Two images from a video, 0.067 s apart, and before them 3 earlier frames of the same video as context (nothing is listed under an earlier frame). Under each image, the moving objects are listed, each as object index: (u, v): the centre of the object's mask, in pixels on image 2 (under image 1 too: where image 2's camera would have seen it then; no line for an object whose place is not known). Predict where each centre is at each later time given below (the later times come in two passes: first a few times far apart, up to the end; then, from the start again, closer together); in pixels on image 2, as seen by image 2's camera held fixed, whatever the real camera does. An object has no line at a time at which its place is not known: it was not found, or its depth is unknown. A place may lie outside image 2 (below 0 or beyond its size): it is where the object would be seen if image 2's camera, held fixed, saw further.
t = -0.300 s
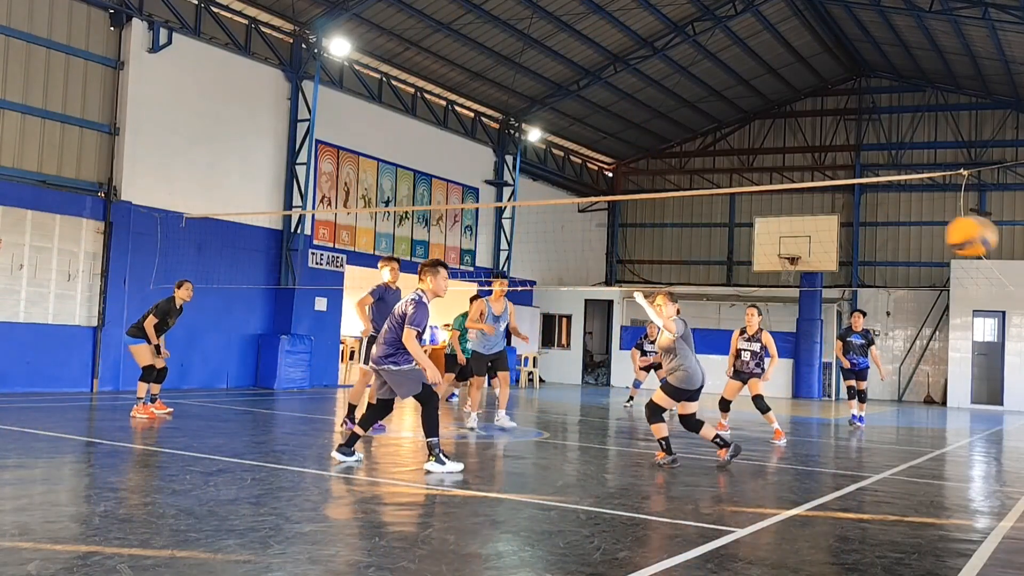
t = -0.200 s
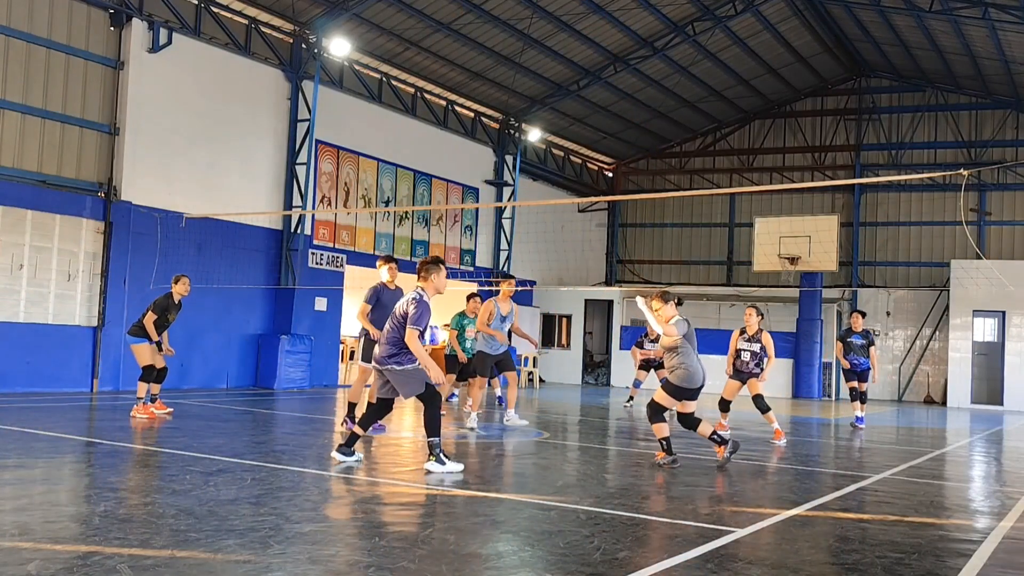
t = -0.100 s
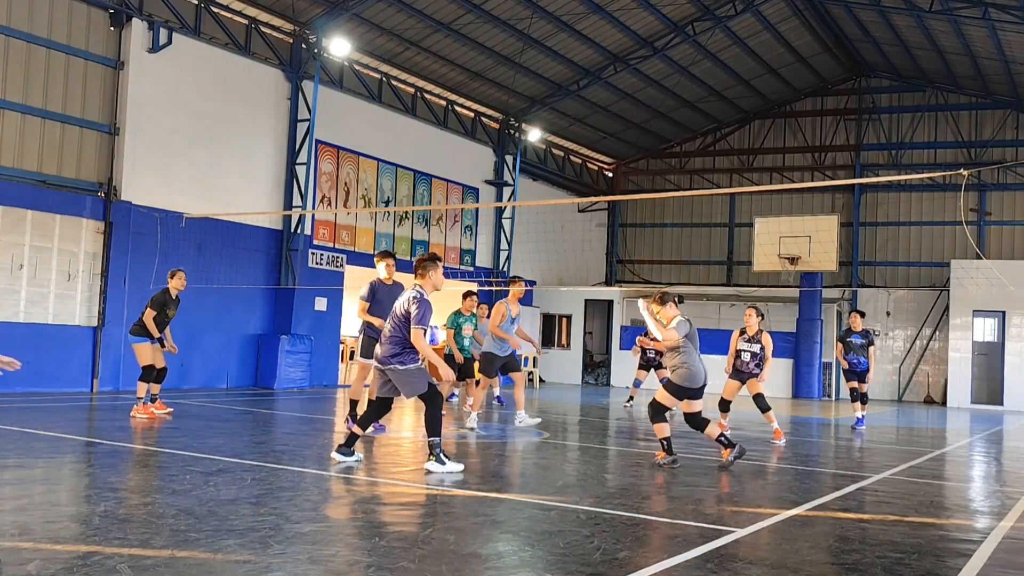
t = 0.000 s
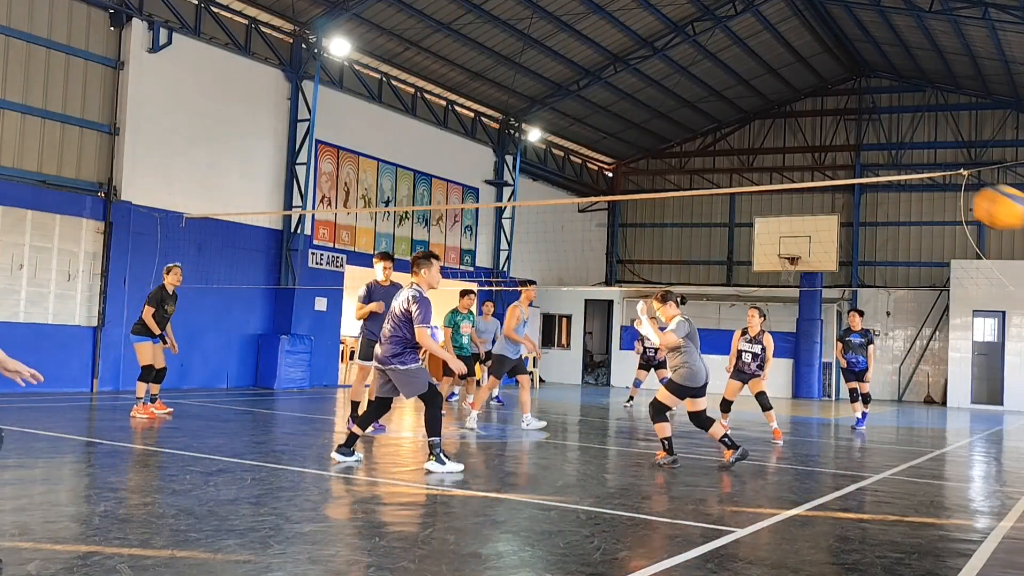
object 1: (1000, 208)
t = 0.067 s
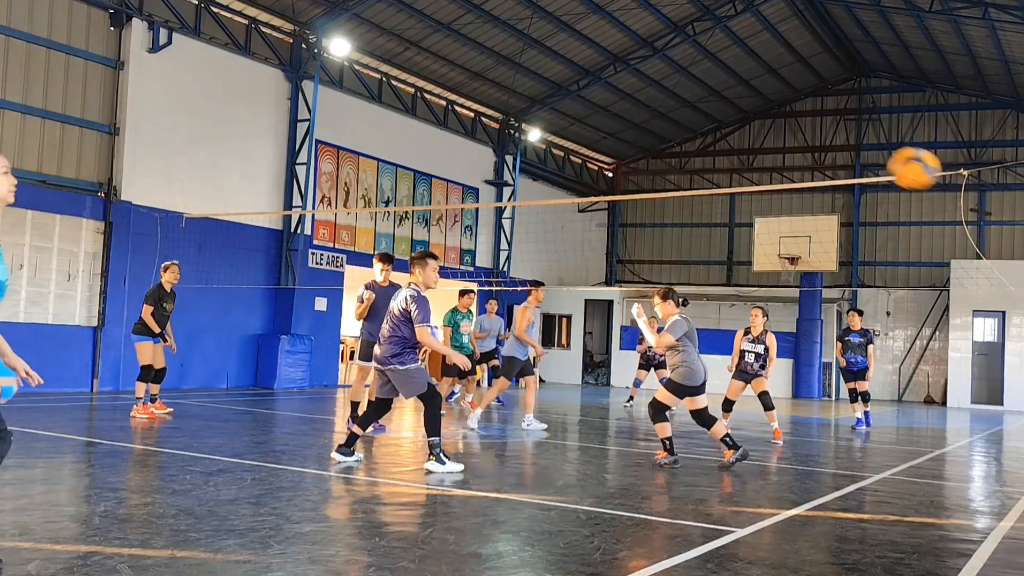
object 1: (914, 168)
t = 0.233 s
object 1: (737, 121)
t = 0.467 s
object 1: (558, 136)
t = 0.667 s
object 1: (439, 199)
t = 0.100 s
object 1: (874, 154)
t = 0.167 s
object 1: (802, 133)
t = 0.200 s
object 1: (769, 126)
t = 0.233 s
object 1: (737, 121)
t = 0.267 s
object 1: (707, 119)
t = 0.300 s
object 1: (679, 118)
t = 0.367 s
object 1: (627, 121)
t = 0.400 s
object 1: (602, 124)
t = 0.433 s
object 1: (579, 130)
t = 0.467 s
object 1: (558, 136)
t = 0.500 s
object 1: (535, 145)
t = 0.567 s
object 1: (496, 164)
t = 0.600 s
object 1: (476, 175)
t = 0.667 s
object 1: (439, 199)
